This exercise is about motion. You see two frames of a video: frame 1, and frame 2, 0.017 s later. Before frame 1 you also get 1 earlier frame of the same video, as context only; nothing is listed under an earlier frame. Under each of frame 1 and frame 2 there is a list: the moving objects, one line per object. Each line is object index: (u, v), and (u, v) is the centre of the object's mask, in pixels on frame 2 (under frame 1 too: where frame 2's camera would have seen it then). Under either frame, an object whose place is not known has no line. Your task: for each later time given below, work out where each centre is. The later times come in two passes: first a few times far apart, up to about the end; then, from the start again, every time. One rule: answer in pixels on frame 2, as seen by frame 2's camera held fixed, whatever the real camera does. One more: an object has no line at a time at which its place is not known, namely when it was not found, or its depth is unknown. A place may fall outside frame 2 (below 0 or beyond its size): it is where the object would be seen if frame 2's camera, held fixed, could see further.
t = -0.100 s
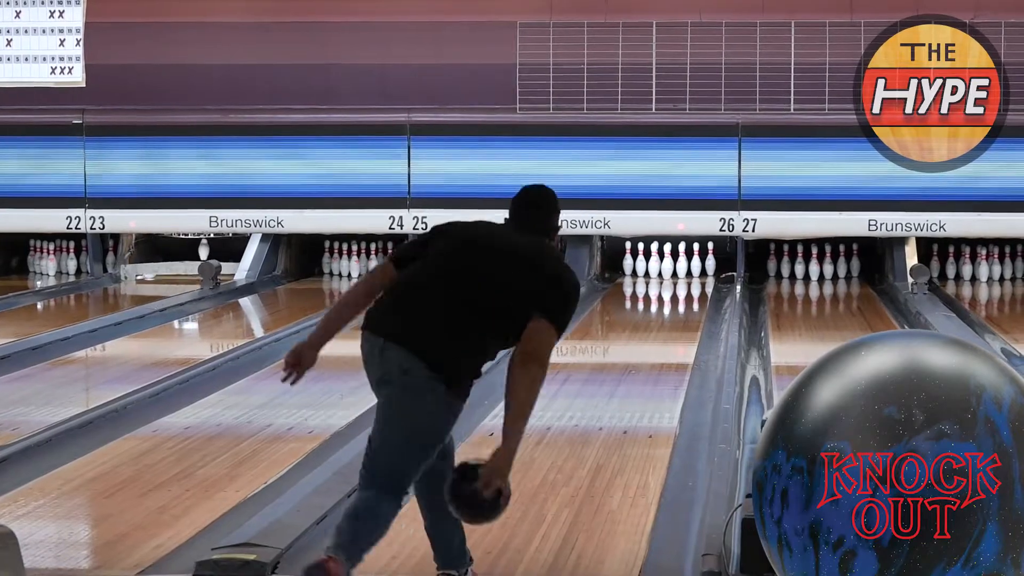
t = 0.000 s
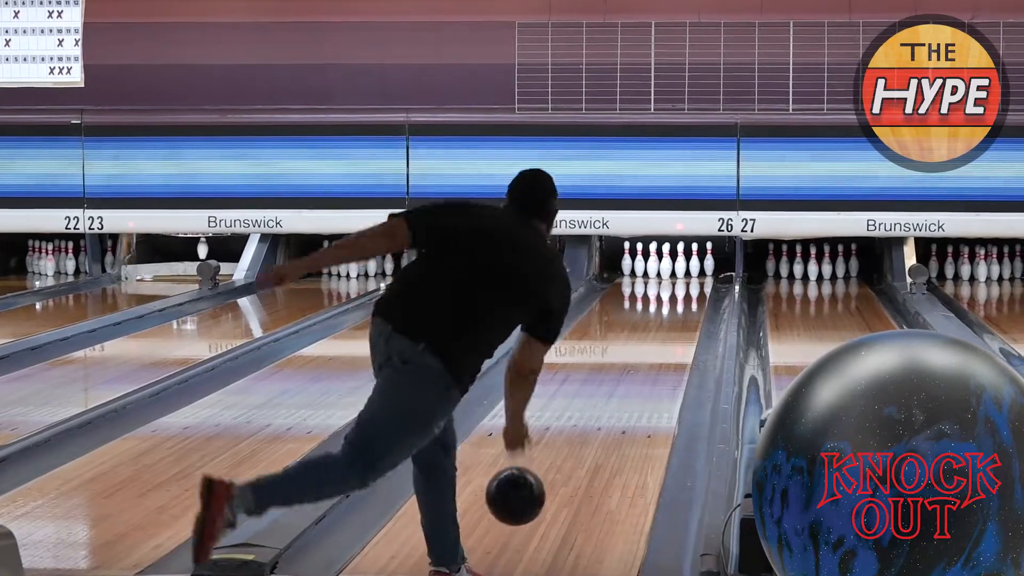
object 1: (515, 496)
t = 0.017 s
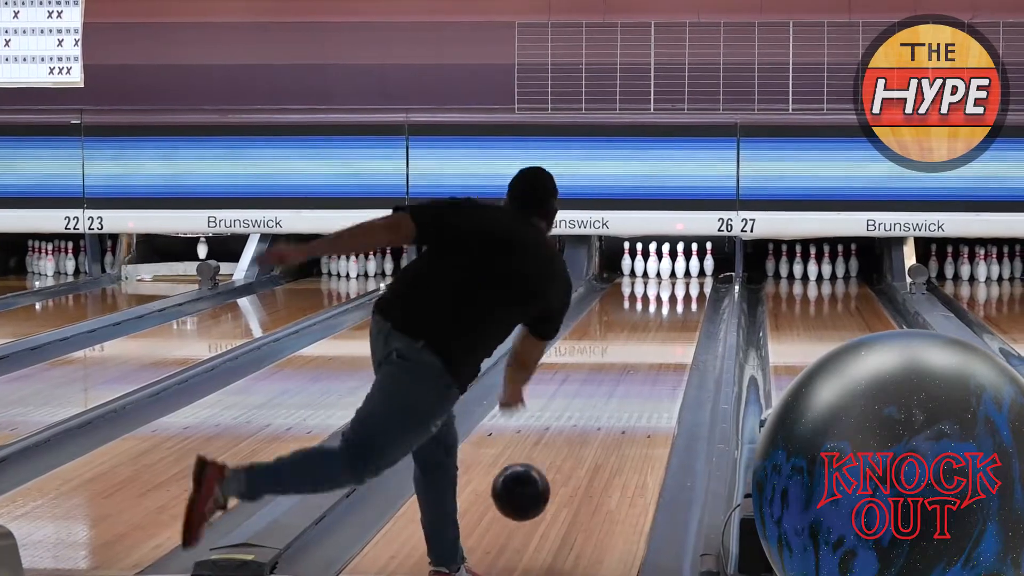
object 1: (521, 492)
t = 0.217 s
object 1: (575, 465)
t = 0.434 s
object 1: (615, 420)
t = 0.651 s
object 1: (643, 383)
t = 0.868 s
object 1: (663, 354)
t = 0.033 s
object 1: (526, 488)
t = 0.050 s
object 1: (531, 486)
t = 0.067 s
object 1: (536, 484)
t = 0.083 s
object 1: (541, 483)
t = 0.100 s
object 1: (546, 483)
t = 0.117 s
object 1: (550, 483)
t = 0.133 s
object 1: (555, 485)
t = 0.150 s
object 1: (559, 486)
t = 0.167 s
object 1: (563, 487)
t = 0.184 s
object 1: (567, 479)
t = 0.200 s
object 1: (571, 471)
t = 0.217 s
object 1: (575, 465)
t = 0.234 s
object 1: (579, 460)
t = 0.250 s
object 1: (582, 455)
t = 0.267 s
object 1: (586, 451)
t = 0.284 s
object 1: (589, 447)
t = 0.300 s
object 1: (592, 445)
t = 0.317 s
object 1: (595, 443)
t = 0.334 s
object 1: (598, 442)
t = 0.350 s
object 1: (601, 437)
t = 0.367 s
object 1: (604, 433)
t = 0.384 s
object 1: (607, 430)
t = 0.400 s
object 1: (610, 426)
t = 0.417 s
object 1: (613, 423)
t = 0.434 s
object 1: (615, 420)
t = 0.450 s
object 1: (618, 416)
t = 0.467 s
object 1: (620, 413)
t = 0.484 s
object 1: (623, 410)
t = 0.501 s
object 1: (625, 407)
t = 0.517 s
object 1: (627, 404)
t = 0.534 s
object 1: (630, 401)
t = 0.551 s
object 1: (632, 399)
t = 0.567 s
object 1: (634, 396)
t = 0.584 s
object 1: (636, 393)
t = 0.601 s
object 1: (638, 391)
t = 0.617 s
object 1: (639, 388)
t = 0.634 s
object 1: (641, 386)
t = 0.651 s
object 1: (643, 383)
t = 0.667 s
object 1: (645, 381)
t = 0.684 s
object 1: (647, 378)
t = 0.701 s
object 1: (649, 376)
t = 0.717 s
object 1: (650, 373)
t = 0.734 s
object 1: (652, 371)
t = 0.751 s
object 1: (653, 369)
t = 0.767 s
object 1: (655, 367)
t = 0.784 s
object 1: (656, 365)
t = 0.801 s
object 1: (658, 362)
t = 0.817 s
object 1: (659, 360)
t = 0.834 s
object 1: (660, 358)
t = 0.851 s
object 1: (662, 356)
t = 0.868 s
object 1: (663, 354)
